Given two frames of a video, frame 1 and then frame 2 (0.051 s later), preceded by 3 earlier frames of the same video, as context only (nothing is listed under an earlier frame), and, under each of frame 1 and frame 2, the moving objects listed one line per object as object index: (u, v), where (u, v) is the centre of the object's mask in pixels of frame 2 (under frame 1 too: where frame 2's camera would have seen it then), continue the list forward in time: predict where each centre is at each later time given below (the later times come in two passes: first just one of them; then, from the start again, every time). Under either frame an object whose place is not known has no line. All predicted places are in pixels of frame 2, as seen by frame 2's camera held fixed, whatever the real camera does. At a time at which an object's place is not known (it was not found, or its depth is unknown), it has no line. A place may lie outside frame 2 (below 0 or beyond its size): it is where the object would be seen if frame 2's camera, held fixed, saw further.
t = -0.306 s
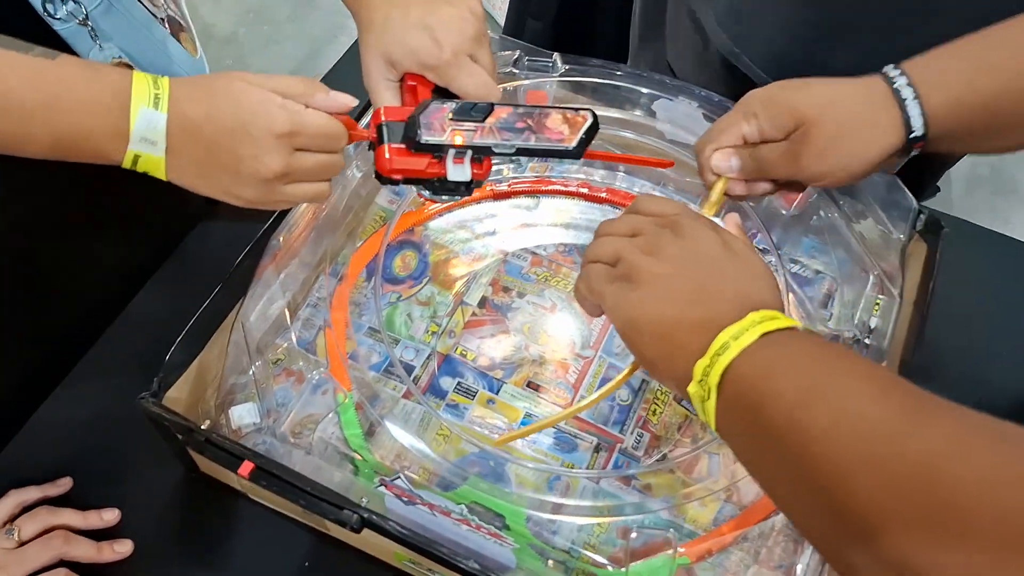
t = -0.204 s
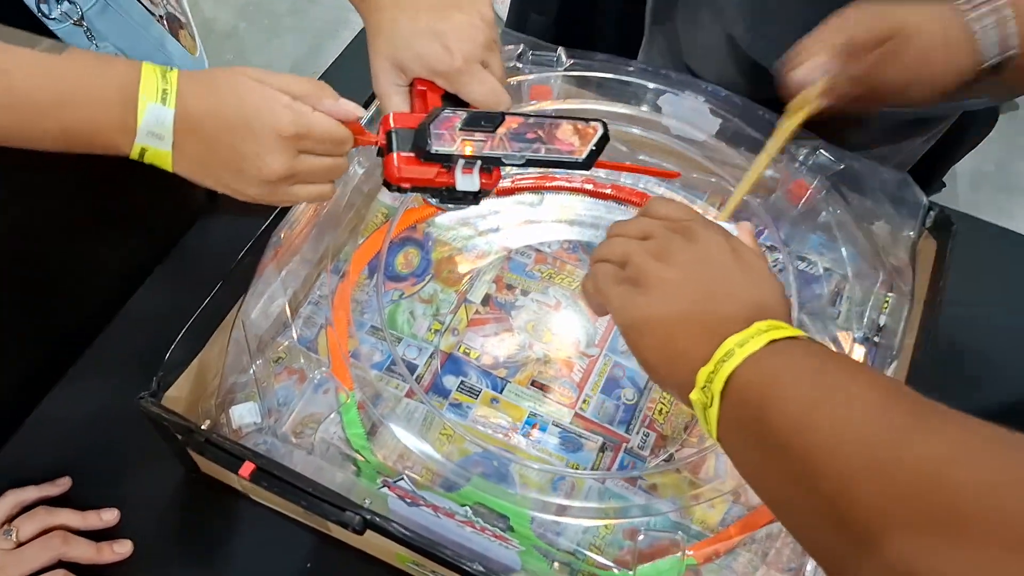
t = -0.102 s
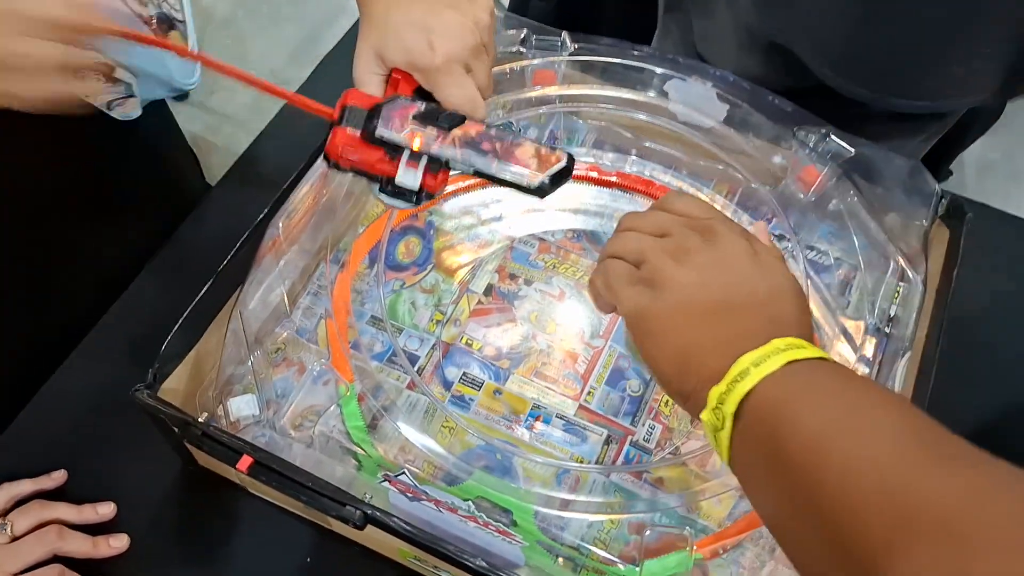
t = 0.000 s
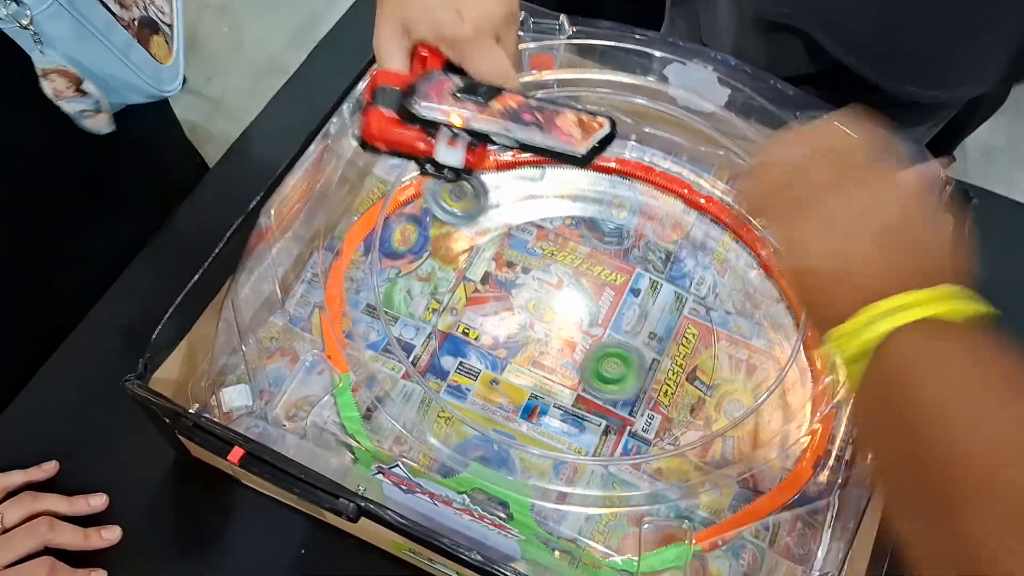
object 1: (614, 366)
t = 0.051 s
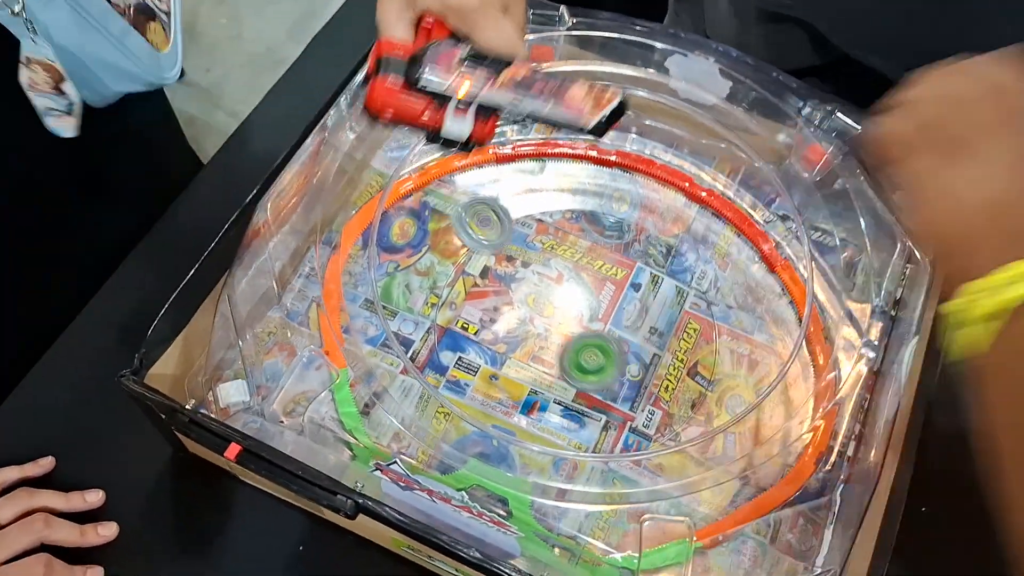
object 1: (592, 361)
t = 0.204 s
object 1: (542, 341)
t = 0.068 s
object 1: (586, 358)
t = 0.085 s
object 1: (579, 355)
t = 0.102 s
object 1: (573, 353)
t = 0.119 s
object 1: (567, 350)
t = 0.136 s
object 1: (561, 348)
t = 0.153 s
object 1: (557, 346)
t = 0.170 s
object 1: (551, 344)
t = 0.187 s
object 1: (546, 342)
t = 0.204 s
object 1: (542, 341)
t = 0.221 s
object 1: (538, 340)
